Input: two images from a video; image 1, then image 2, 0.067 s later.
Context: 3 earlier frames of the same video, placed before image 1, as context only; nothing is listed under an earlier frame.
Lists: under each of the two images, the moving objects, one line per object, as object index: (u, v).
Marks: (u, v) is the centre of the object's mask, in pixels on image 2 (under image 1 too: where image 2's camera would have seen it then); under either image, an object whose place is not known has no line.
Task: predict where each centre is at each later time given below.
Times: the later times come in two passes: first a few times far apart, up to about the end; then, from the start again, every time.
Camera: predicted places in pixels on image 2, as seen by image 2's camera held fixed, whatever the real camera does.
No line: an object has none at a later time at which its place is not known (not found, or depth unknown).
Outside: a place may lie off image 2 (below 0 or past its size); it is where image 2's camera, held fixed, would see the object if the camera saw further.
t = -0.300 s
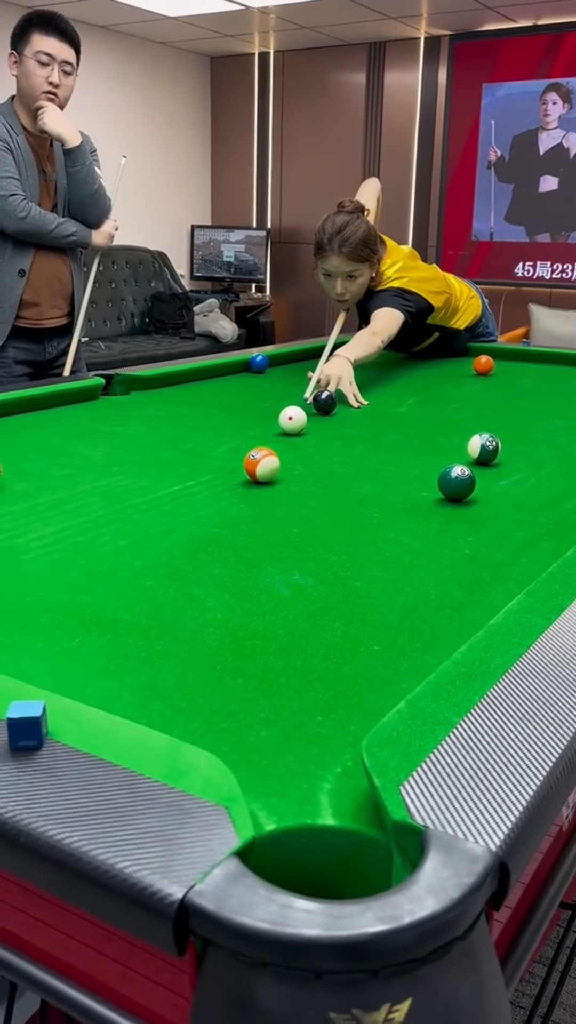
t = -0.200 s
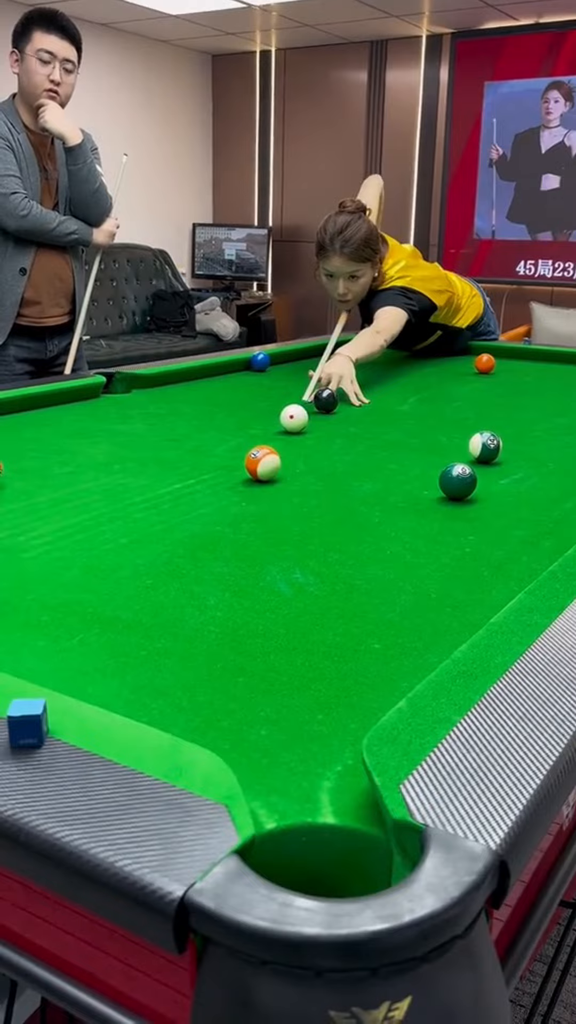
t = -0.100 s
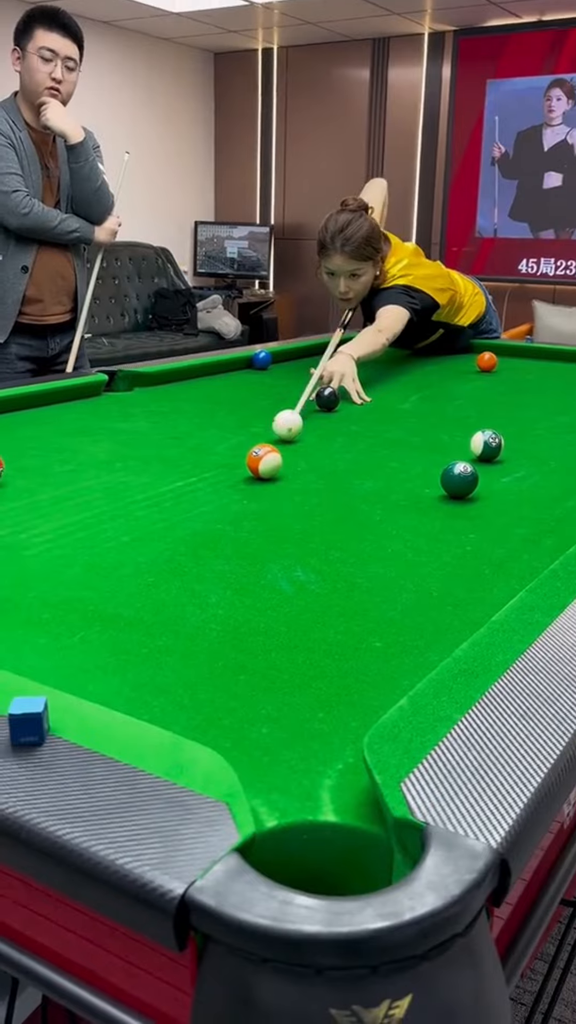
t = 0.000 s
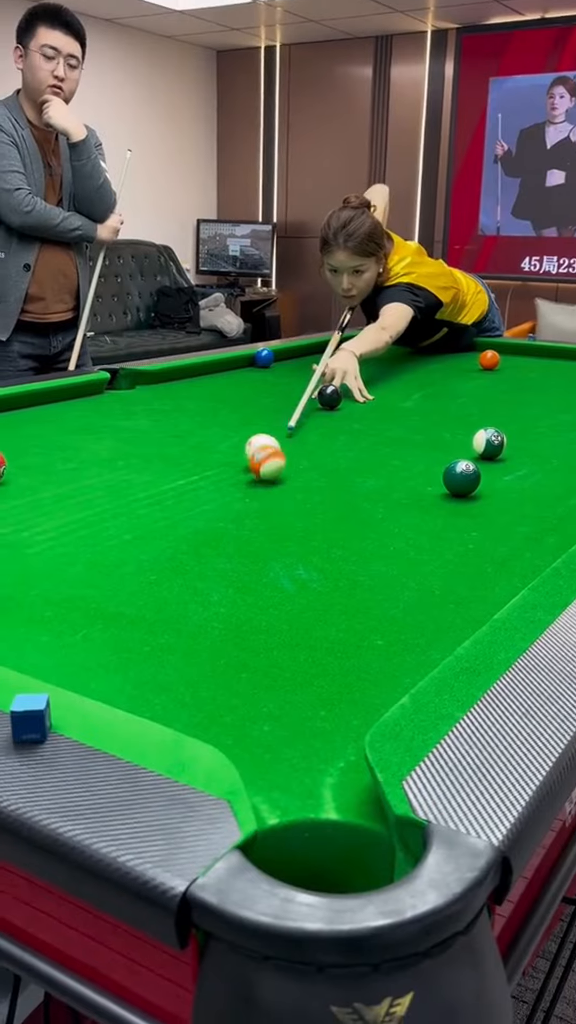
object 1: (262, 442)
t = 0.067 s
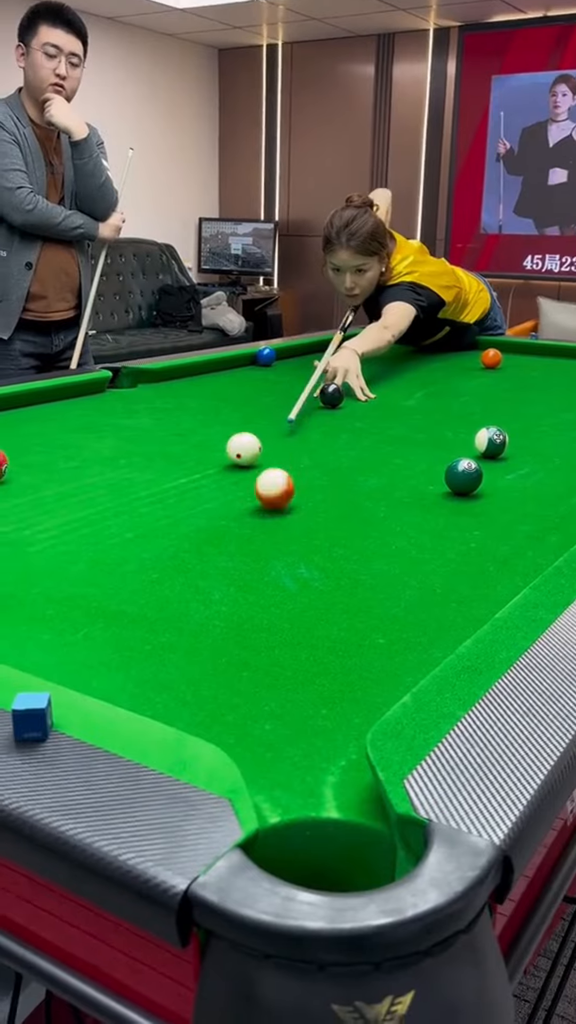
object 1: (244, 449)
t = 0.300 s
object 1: (191, 443)
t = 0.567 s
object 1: (139, 437)
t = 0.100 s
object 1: (235, 448)
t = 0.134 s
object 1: (227, 448)
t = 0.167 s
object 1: (219, 447)
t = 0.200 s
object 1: (212, 446)
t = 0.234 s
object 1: (205, 445)
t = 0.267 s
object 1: (198, 444)
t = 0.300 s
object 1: (191, 443)
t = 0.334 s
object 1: (184, 443)
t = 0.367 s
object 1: (178, 442)
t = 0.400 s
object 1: (171, 441)
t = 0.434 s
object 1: (164, 440)
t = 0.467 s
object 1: (158, 439)
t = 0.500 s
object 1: (152, 438)
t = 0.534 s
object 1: (145, 437)
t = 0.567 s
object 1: (139, 437)
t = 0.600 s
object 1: (133, 436)
